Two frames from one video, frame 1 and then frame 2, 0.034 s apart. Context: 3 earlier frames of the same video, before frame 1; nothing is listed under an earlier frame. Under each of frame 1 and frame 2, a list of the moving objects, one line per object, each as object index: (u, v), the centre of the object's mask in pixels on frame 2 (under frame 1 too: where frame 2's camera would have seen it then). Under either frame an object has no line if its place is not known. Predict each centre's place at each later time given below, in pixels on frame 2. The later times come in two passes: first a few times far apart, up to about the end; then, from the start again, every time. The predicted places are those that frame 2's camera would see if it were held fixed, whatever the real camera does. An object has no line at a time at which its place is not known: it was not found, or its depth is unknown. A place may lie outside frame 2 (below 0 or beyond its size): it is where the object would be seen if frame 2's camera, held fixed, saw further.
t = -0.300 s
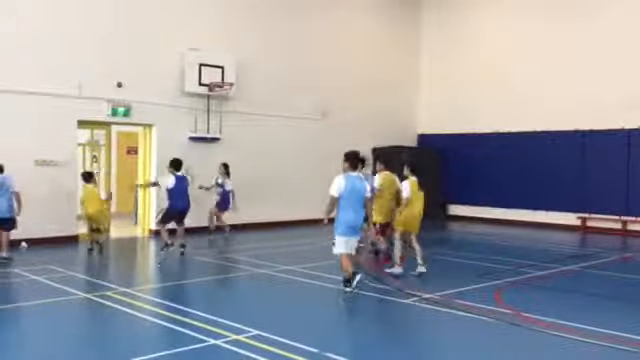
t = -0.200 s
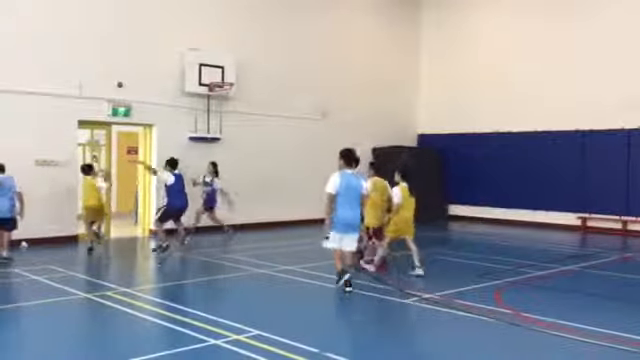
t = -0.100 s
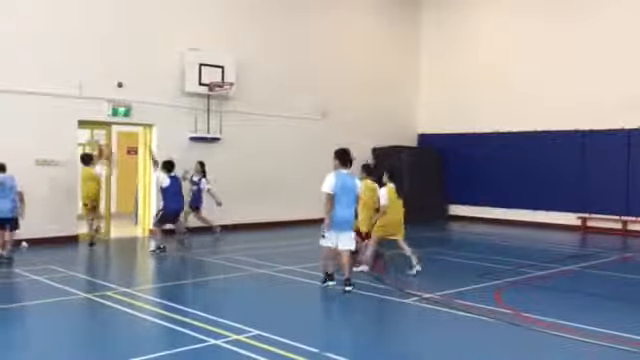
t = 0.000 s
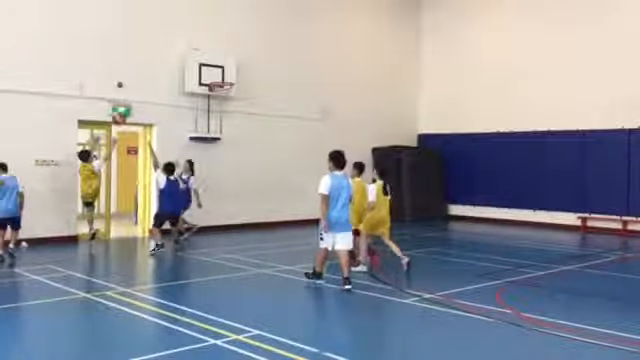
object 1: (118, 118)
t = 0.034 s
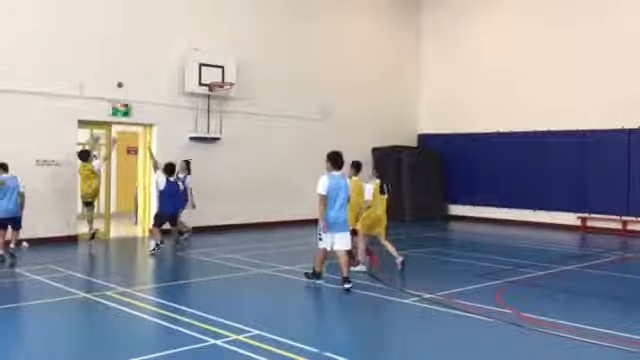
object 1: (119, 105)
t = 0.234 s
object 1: (150, 60)
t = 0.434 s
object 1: (175, 36)
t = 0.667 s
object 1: (202, 38)
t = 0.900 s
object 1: (227, 65)
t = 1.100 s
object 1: (238, 71)
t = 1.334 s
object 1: (249, 78)
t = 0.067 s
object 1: (128, 96)
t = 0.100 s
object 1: (134, 88)
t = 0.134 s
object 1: (136, 79)
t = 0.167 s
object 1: (141, 72)
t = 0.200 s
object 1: (145, 65)
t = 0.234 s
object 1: (150, 60)
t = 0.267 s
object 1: (154, 55)
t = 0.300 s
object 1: (158, 50)
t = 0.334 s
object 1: (163, 45)
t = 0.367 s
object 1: (167, 42)
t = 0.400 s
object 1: (171, 39)
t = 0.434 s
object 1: (175, 36)
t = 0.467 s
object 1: (179, 35)
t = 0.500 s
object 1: (183, 34)
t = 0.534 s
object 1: (187, 33)
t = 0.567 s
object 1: (191, 34)
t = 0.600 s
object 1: (194, 35)
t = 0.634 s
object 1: (198, 36)
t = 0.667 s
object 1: (202, 38)
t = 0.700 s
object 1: (206, 40)
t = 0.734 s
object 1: (209, 42)
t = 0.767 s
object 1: (212, 46)
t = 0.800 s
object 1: (216, 50)
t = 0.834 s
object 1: (220, 55)
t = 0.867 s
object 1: (223, 59)
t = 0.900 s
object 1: (227, 65)
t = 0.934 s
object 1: (230, 73)
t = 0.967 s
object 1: (232, 78)
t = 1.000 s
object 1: (234, 76)
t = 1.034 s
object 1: (236, 74)
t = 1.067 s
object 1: (237, 72)
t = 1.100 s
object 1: (238, 71)
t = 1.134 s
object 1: (240, 70)
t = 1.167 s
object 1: (241, 70)
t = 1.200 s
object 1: (242, 70)
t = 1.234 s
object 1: (244, 71)
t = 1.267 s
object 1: (247, 73)
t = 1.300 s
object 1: (248, 76)
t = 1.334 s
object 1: (249, 78)
